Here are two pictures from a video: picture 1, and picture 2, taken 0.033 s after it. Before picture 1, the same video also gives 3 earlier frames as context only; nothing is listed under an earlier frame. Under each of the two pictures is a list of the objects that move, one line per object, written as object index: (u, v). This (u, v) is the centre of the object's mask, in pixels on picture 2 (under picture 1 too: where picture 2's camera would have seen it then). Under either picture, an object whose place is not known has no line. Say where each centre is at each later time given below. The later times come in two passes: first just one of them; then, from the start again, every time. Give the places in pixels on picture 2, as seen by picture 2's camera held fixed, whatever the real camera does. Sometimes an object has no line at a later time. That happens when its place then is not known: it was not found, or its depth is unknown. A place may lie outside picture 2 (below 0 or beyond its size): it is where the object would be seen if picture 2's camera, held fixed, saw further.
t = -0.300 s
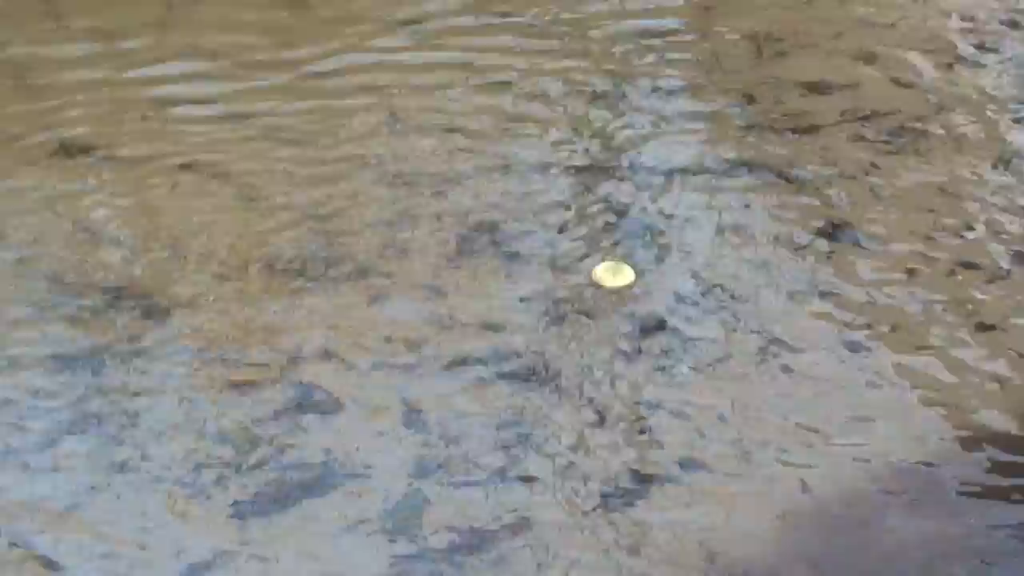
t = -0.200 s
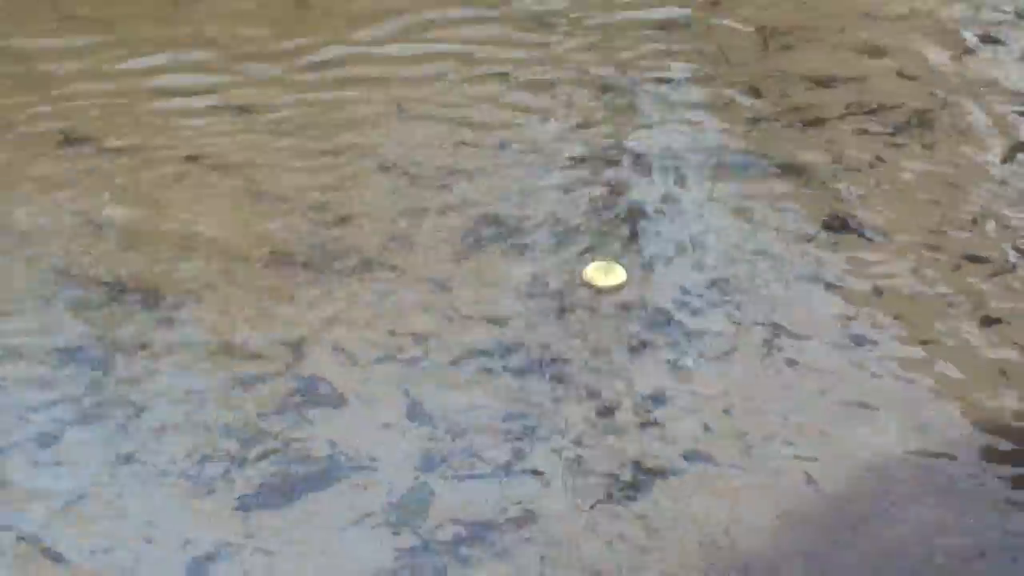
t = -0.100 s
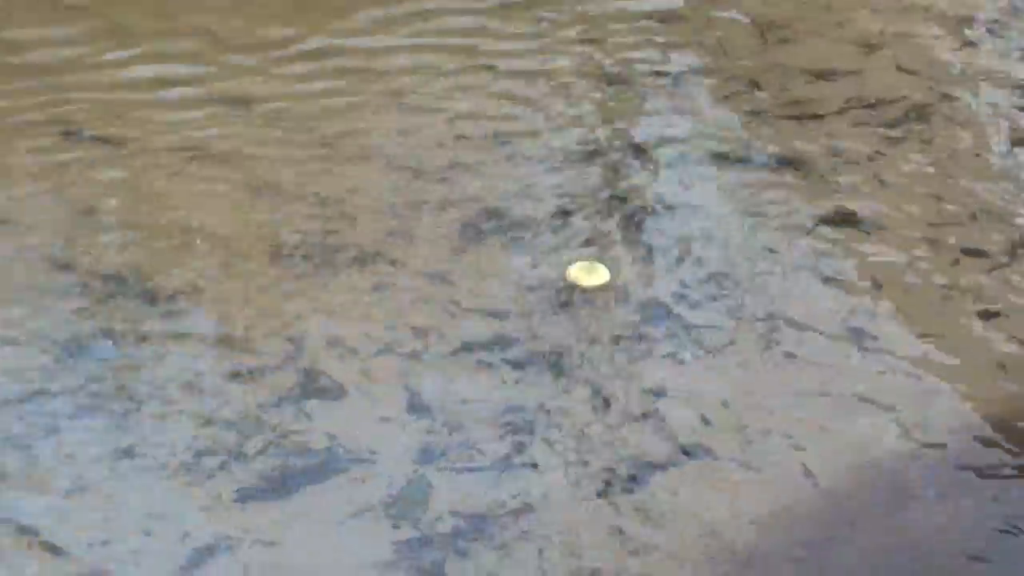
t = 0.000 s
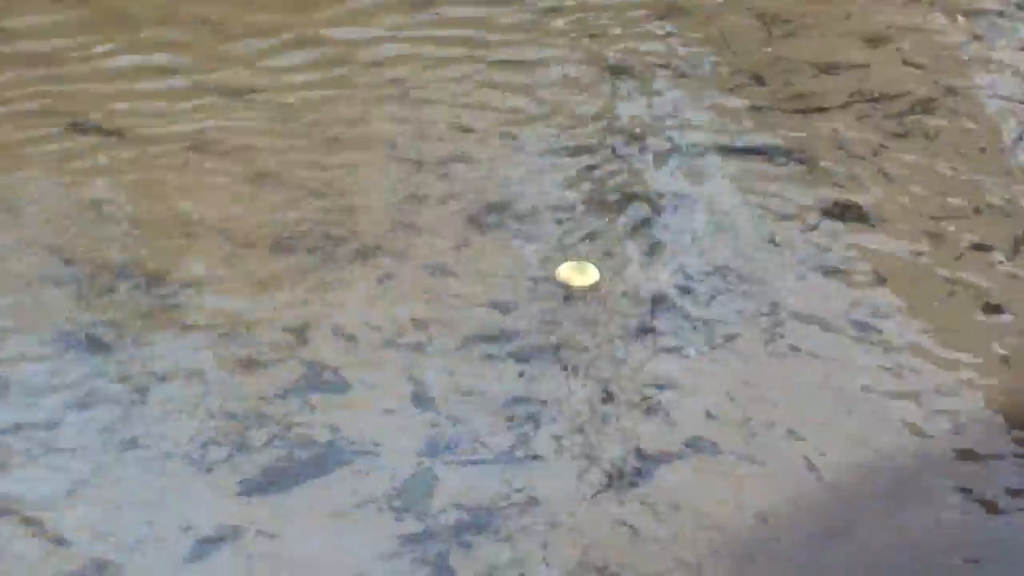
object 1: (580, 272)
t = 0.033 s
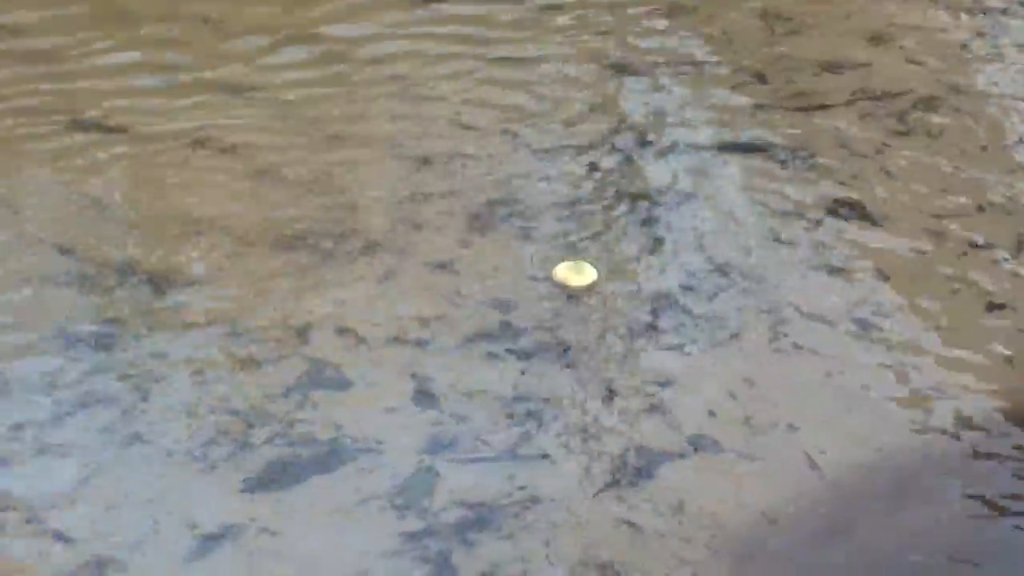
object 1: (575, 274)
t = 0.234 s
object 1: (546, 287)
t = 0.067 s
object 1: (570, 276)
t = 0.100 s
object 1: (565, 278)
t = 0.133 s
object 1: (560, 280)
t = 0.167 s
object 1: (555, 282)
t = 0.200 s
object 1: (550, 285)
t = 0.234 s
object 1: (546, 287)
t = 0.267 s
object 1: (540, 289)
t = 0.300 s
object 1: (535, 291)
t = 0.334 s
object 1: (531, 294)
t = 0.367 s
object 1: (525, 296)
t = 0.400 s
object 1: (520, 297)
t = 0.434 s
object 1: (516, 300)
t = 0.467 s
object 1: (511, 301)
